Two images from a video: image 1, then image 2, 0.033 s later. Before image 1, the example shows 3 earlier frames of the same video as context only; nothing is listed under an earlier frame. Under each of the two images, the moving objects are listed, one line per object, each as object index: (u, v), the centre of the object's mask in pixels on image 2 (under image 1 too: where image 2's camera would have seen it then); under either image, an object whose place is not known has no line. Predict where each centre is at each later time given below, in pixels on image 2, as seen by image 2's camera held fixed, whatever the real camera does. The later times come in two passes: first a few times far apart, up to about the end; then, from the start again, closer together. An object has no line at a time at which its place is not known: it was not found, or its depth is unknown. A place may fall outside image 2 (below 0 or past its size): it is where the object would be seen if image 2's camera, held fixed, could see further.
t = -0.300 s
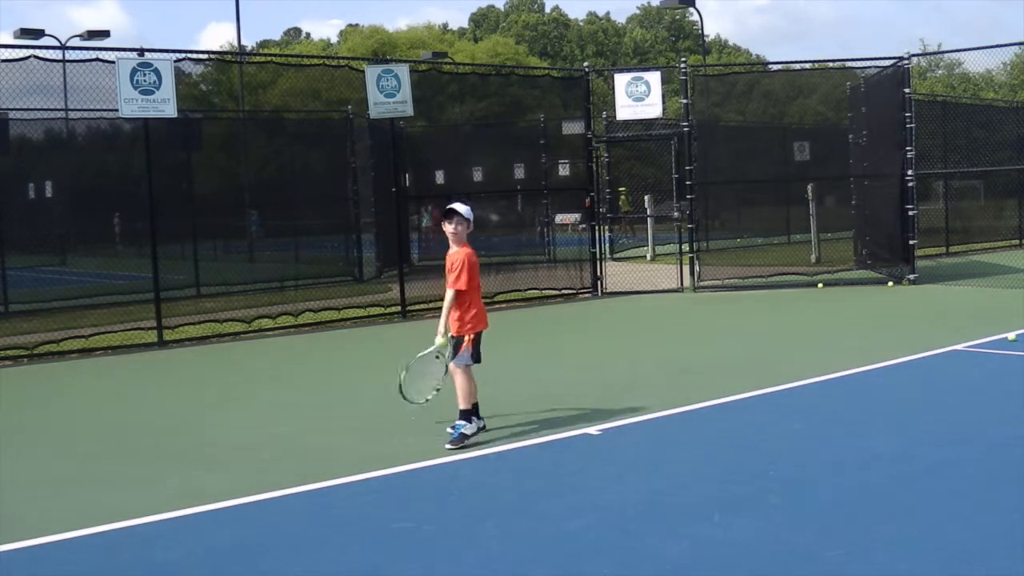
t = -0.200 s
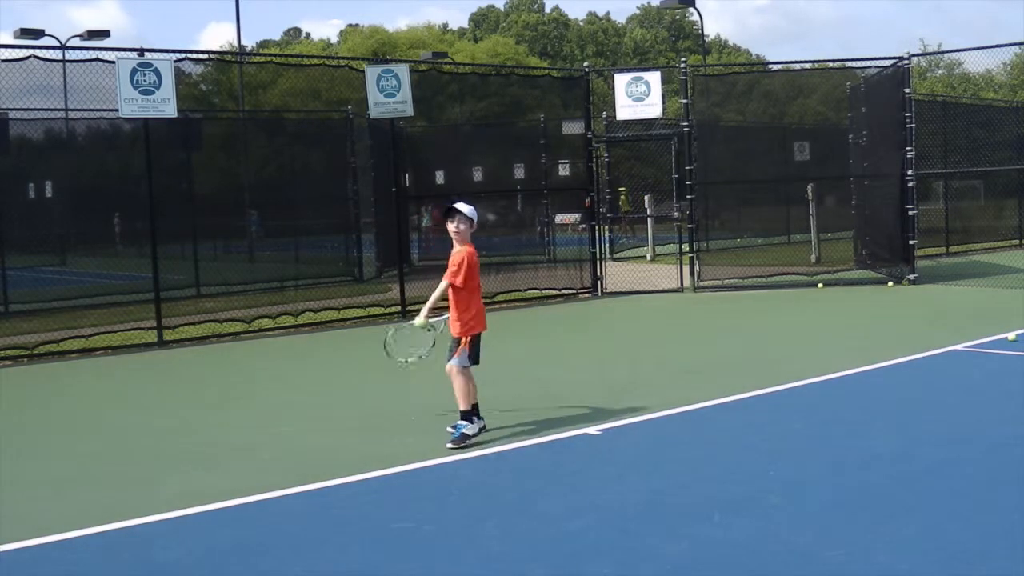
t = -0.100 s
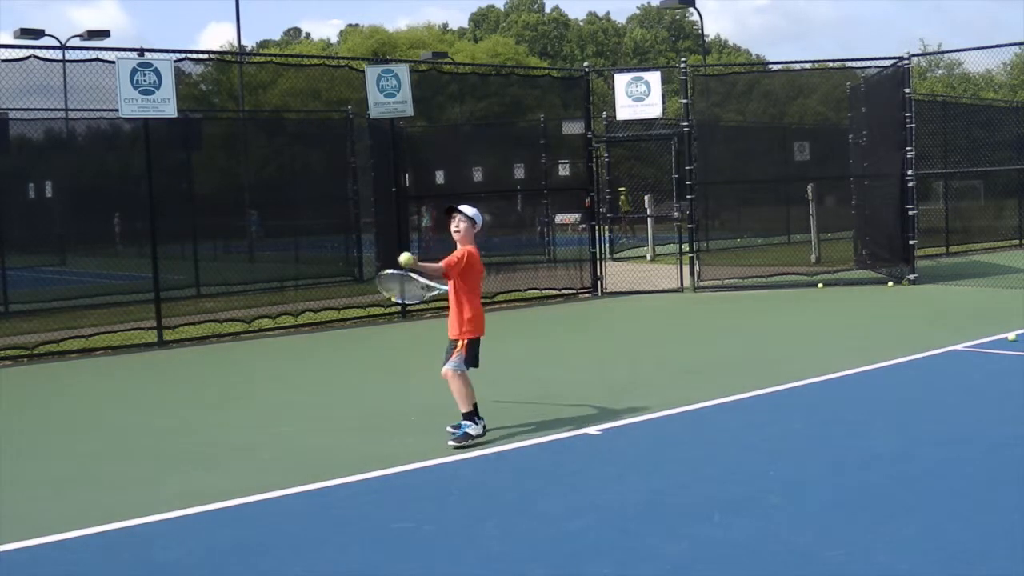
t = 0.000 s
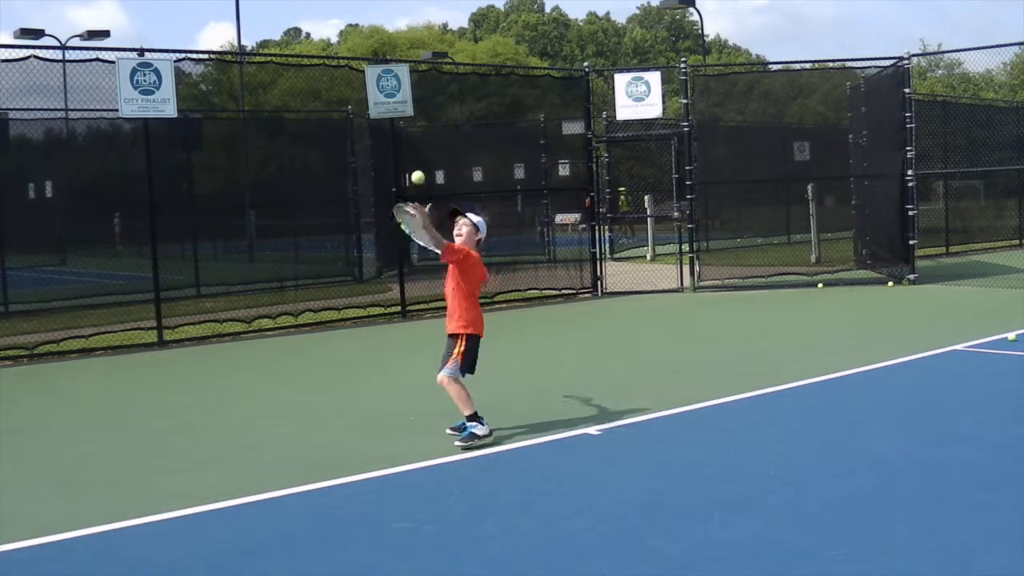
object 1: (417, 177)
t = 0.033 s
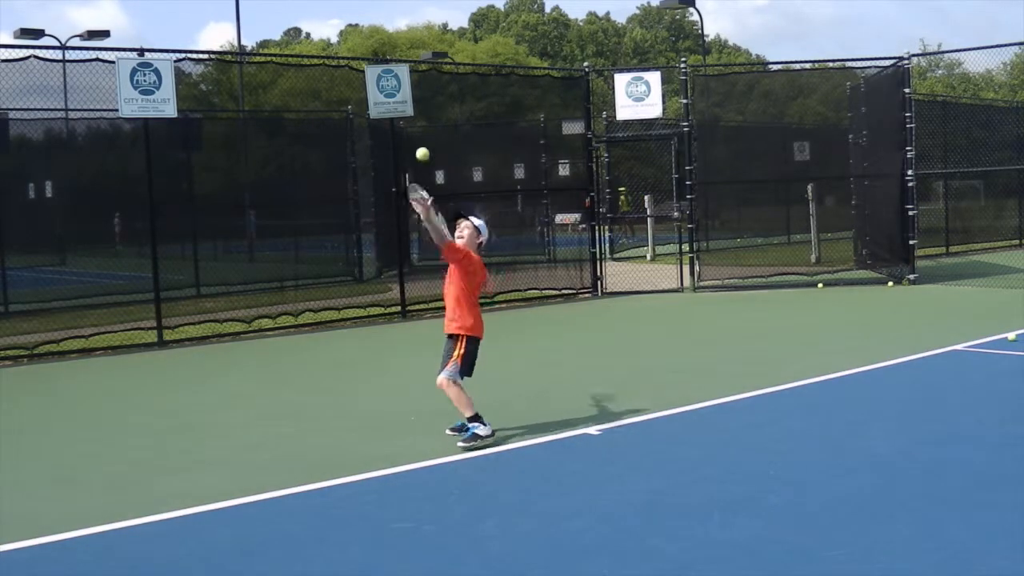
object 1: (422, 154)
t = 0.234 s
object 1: (451, 55)
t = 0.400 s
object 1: (480, 32)
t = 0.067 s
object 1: (426, 131)
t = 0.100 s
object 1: (431, 113)
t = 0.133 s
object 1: (436, 95)
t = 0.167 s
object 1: (441, 80)
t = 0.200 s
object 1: (446, 67)
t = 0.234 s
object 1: (451, 55)
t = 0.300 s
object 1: (462, 38)
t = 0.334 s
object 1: (467, 33)
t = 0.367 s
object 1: (473, 31)
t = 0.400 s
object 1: (480, 32)
